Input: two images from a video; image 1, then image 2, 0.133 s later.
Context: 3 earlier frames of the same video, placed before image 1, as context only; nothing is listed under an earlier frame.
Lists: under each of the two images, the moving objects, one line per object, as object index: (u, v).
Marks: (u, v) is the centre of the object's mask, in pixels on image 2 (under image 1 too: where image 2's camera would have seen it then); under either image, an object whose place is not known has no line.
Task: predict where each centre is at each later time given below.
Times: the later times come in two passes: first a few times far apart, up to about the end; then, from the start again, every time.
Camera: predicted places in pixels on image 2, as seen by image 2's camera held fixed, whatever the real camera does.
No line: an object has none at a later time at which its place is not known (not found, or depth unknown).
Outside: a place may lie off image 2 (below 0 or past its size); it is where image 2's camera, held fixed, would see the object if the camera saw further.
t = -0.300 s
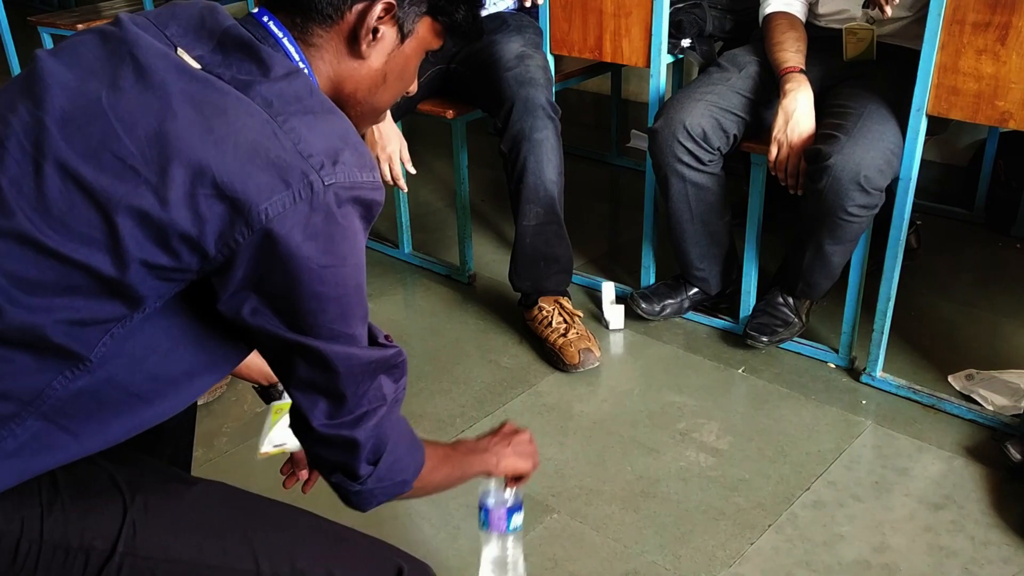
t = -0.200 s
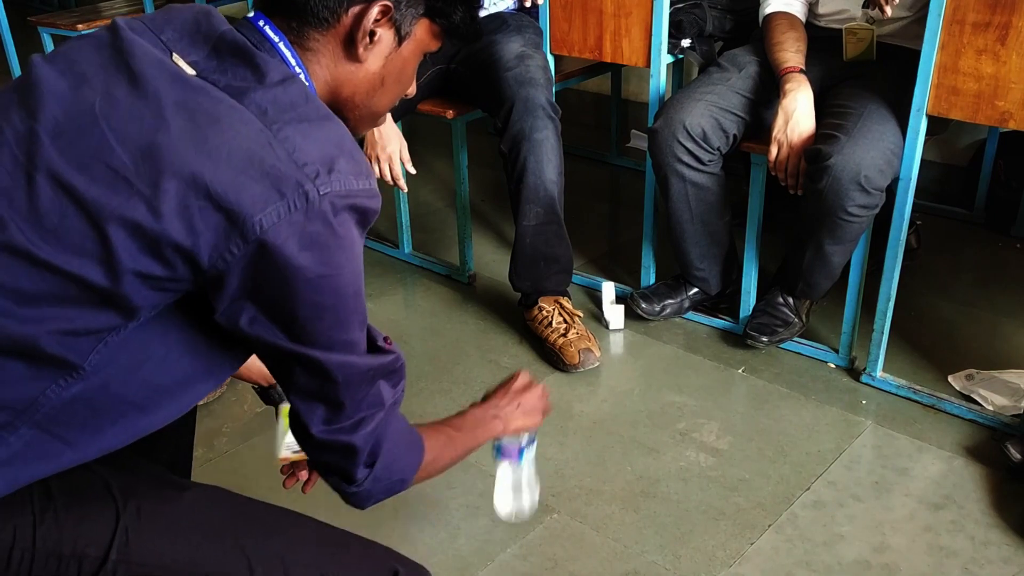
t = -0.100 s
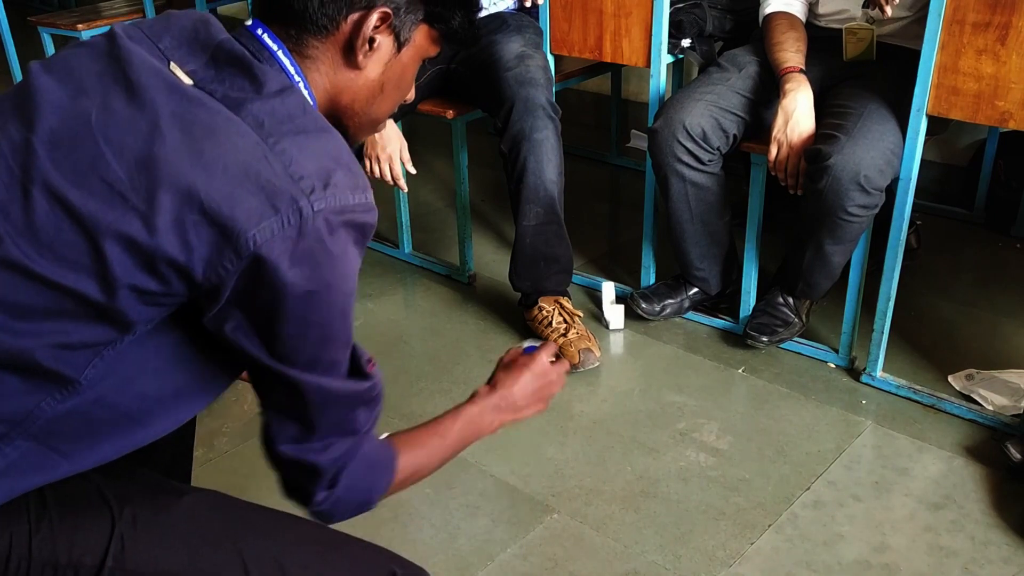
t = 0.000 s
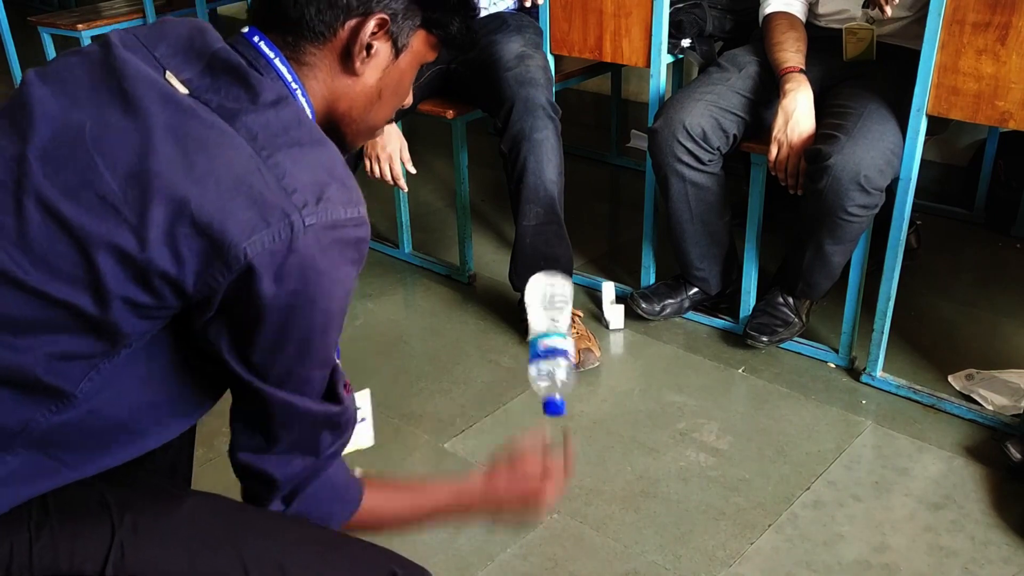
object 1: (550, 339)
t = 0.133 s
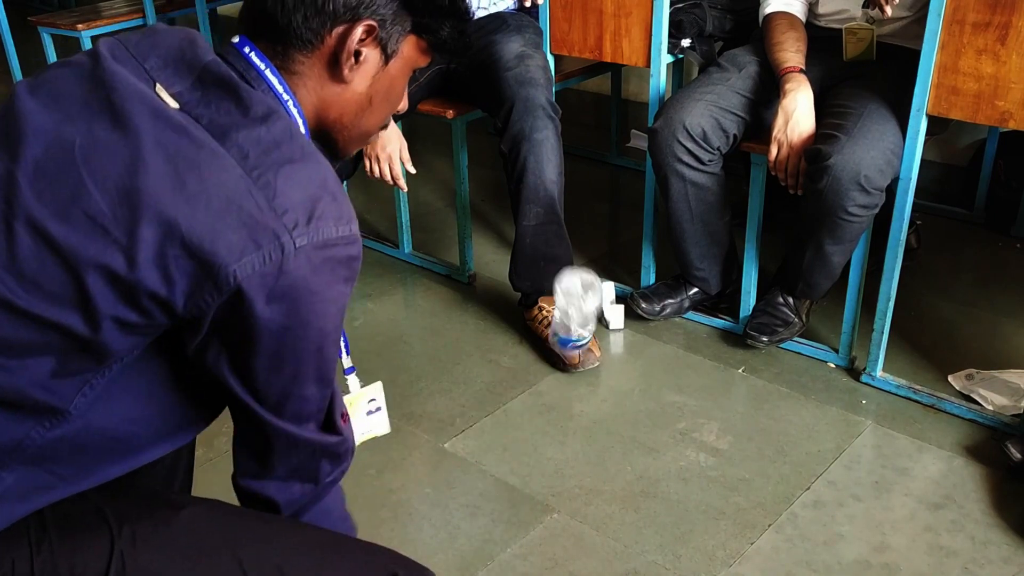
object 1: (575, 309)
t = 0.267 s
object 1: (605, 394)
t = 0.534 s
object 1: (651, 531)
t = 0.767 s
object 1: (707, 564)
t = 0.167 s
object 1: (585, 319)
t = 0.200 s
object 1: (593, 343)
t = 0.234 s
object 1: (599, 366)
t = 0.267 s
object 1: (605, 394)
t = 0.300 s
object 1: (612, 434)
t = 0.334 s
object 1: (618, 479)
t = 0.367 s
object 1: (623, 513)
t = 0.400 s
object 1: (630, 522)
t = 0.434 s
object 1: (635, 524)
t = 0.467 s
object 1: (640, 527)
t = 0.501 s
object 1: (646, 529)
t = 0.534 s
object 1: (651, 531)
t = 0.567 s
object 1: (656, 533)
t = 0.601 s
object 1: (663, 536)
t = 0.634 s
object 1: (671, 539)
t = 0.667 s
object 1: (679, 544)
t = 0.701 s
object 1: (688, 549)
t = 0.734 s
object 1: (698, 556)
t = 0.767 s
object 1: (707, 564)
